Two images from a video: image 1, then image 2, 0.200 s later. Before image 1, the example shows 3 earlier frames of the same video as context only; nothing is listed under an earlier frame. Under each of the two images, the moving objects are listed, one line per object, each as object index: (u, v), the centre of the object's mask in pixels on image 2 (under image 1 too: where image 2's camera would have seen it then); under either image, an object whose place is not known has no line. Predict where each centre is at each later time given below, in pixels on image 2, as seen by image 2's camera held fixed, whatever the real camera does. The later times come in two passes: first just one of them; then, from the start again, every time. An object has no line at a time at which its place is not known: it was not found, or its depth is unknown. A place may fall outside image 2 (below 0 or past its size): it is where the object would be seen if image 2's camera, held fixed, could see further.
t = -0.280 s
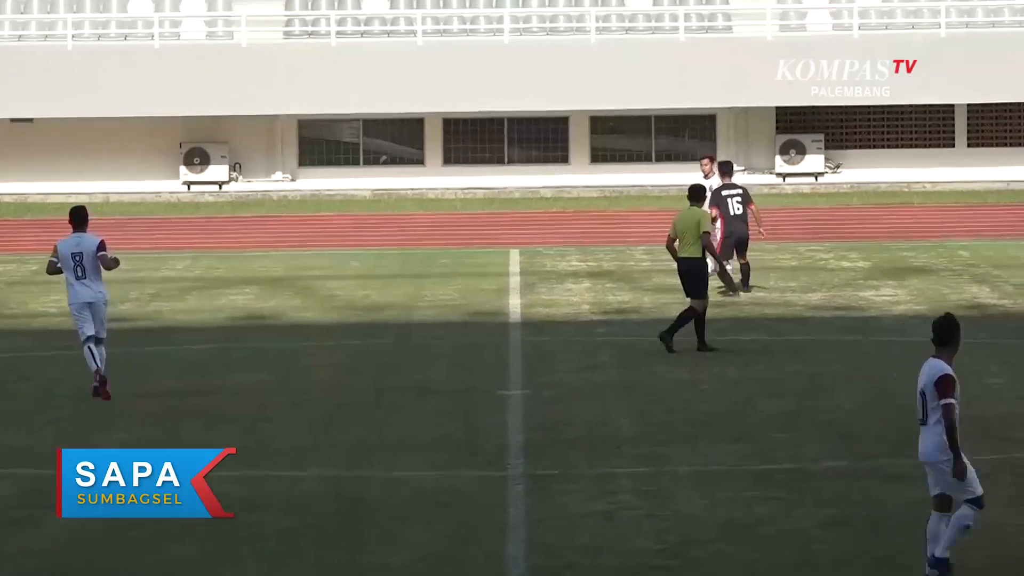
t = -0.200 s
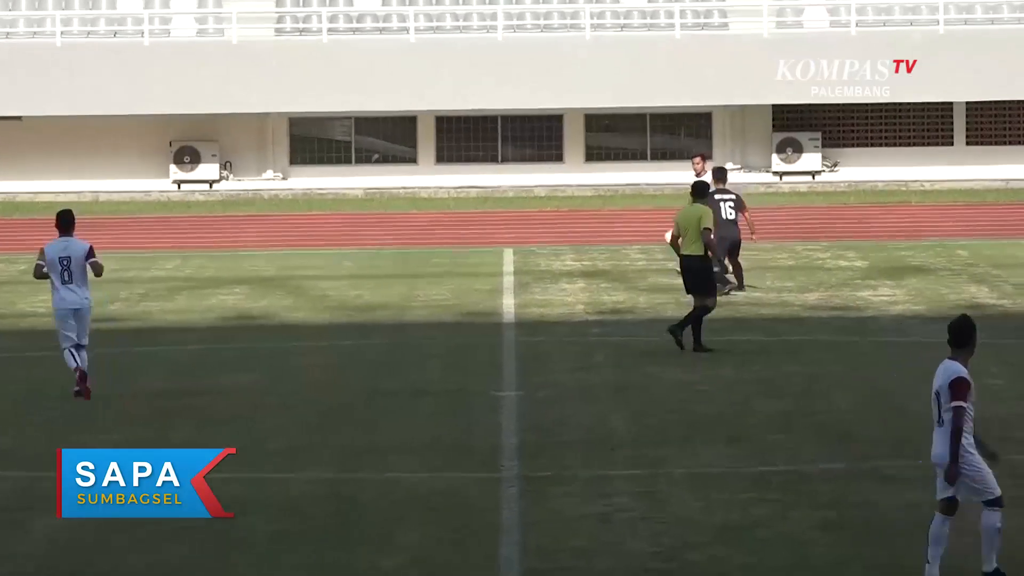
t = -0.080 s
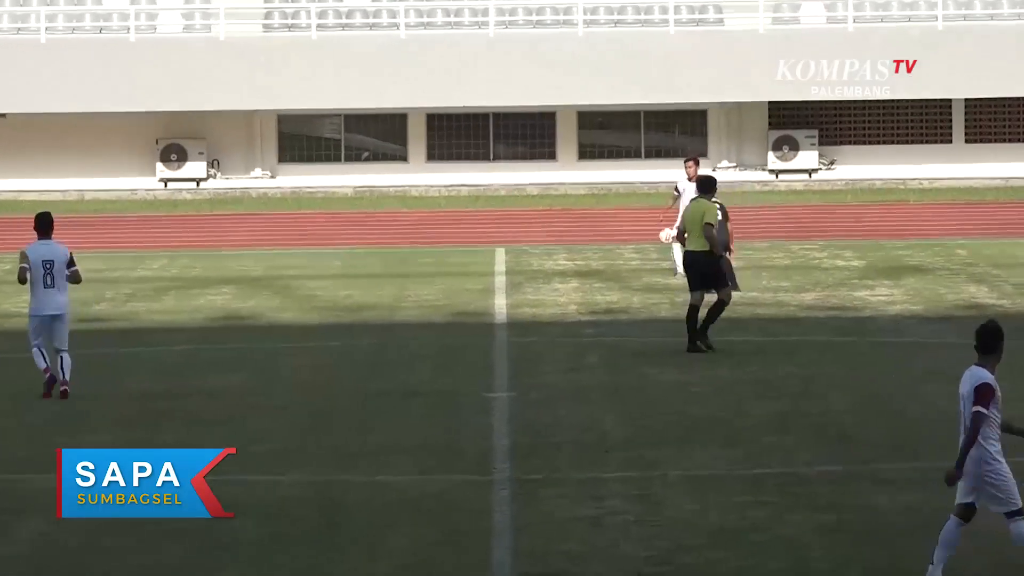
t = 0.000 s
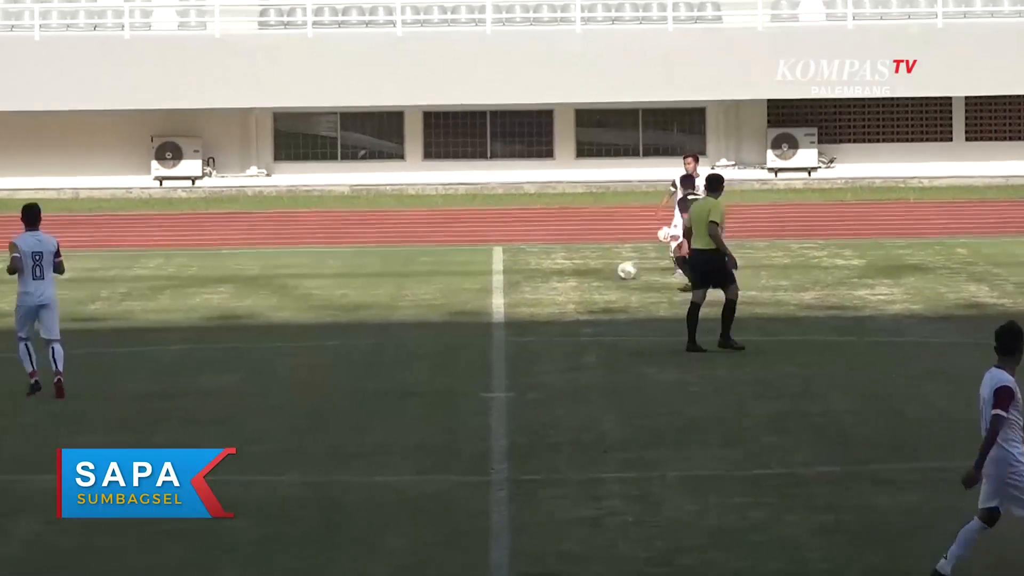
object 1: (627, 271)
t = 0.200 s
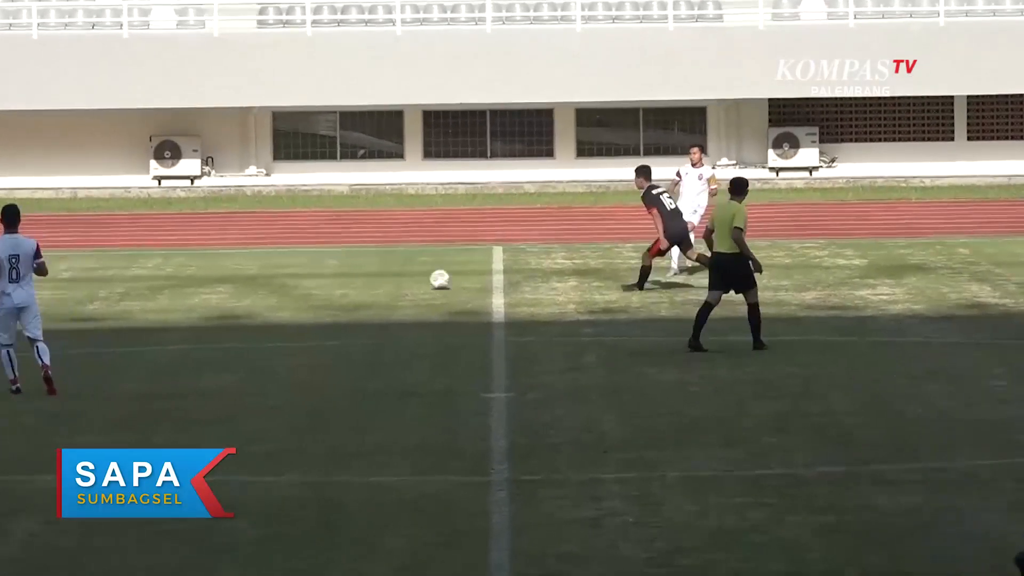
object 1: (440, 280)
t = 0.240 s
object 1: (405, 280)
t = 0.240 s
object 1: (405, 280)
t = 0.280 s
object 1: (371, 281)
